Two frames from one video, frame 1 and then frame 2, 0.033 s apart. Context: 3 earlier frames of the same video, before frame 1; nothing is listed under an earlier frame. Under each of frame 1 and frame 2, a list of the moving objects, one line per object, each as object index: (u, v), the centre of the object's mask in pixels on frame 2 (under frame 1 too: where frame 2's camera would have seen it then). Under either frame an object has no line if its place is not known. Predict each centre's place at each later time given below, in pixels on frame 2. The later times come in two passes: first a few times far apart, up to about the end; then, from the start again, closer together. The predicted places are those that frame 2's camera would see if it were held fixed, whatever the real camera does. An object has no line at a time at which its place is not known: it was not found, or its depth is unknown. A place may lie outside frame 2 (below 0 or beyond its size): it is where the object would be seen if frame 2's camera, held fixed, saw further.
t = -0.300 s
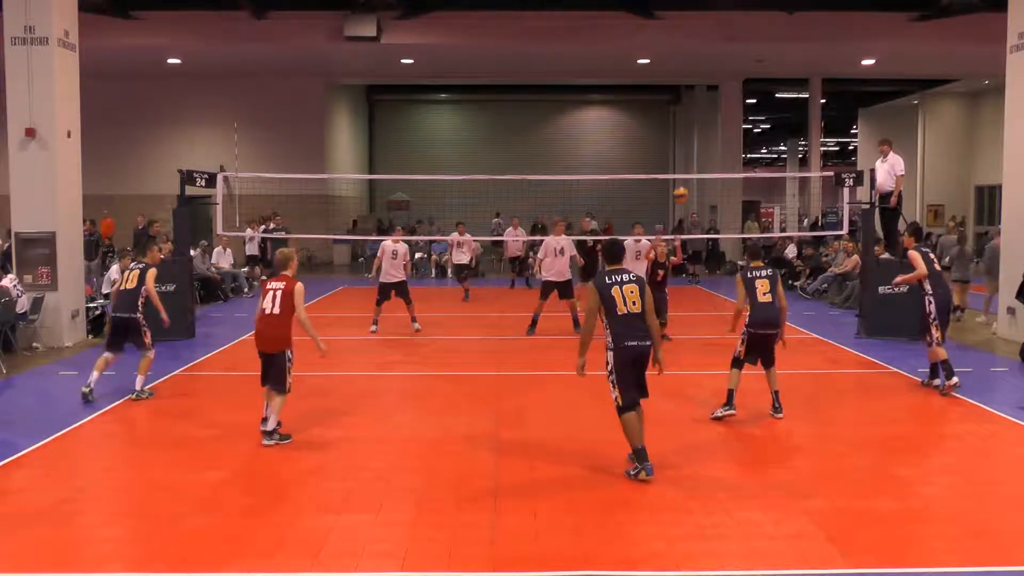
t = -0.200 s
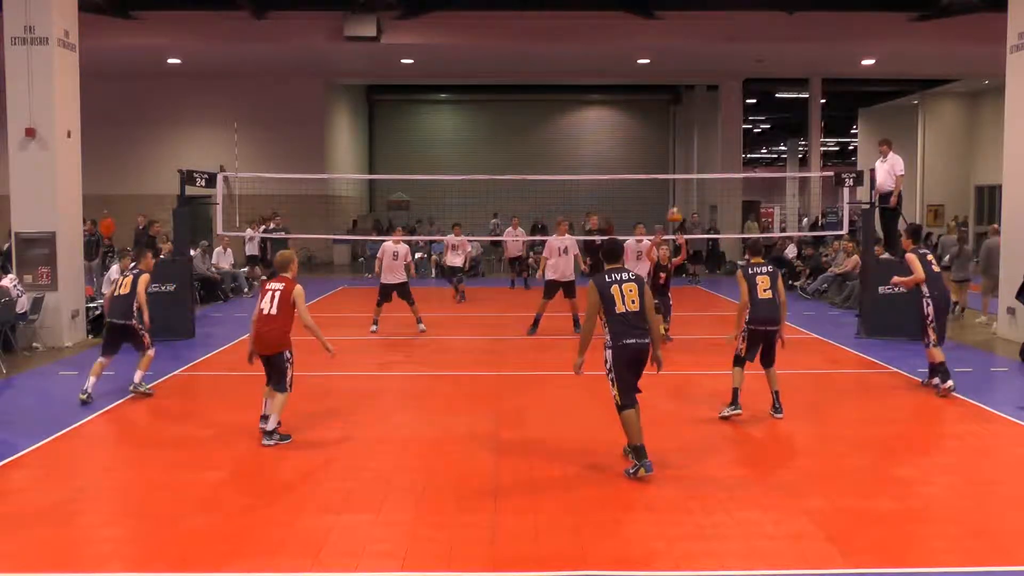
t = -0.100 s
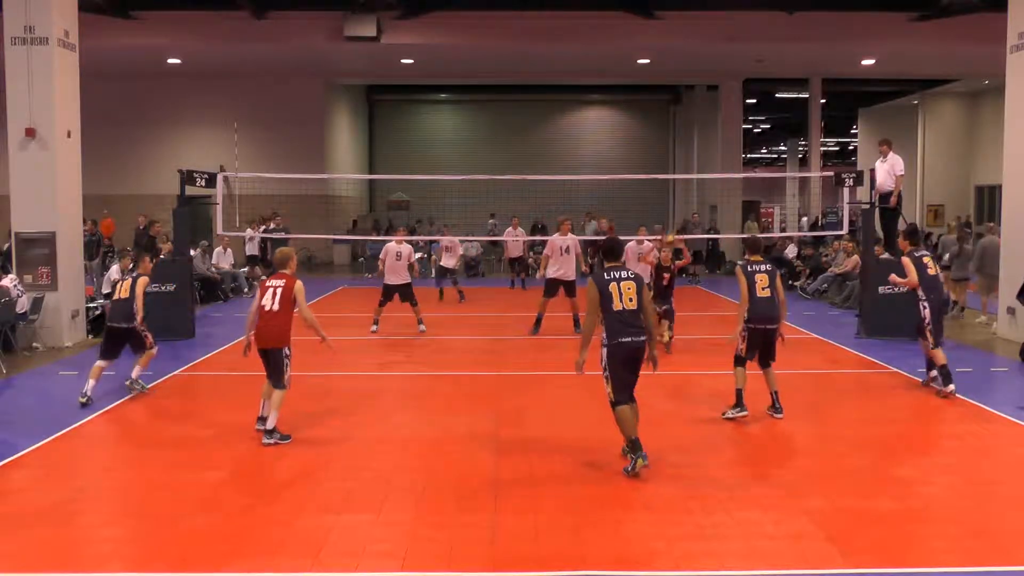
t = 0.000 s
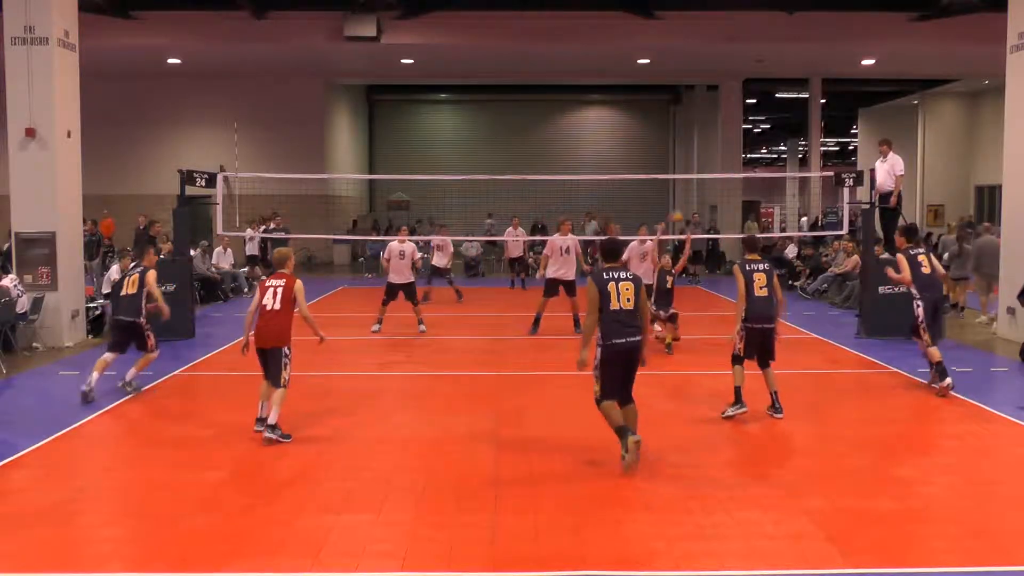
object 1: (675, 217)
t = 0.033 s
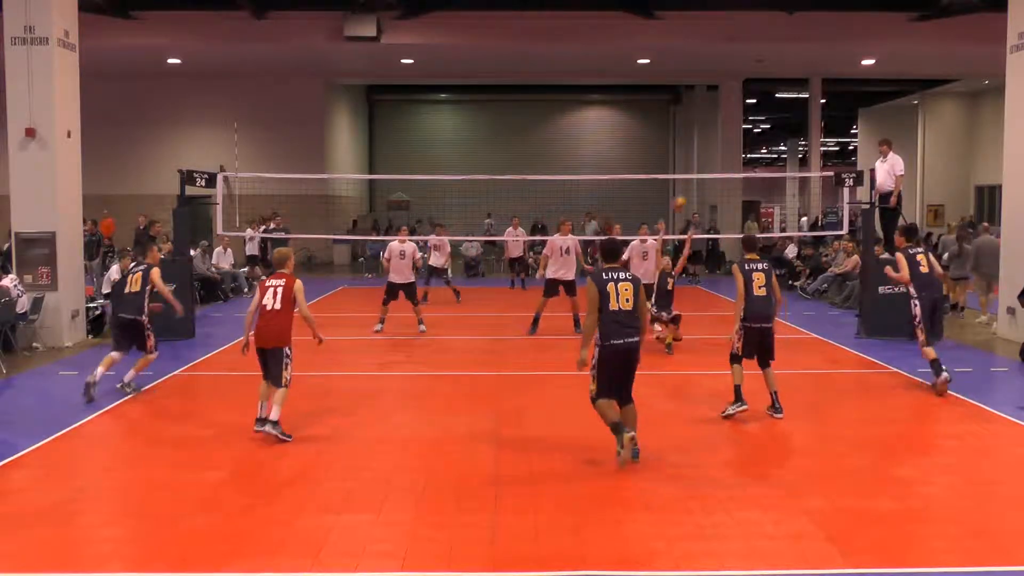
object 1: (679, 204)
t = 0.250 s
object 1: (700, 128)
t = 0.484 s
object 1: (721, 85)
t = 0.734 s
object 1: (744, 79)
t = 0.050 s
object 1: (680, 196)
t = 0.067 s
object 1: (685, 188)
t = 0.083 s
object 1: (686, 183)
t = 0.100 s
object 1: (687, 177)
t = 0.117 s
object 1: (688, 171)
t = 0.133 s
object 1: (689, 164)
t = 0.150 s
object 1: (691, 157)
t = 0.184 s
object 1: (694, 146)
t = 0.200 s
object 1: (696, 142)
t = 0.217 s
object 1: (697, 136)
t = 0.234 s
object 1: (699, 132)
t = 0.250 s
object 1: (700, 128)
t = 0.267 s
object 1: (702, 125)
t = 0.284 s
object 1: (704, 120)
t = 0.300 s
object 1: (705, 116)
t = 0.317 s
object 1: (707, 111)
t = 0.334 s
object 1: (708, 108)
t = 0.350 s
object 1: (709, 105)
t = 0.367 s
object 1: (711, 101)
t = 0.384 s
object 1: (712, 99)
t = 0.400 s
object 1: (713, 95)
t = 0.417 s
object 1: (715, 93)
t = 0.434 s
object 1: (716, 91)
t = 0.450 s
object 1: (718, 88)
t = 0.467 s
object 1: (720, 86)
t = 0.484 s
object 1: (721, 85)
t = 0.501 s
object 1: (722, 82)
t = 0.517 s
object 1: (724, 81)
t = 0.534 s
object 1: (725, 79)
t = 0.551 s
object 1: (727, 78)
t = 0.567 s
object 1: (728, 78)
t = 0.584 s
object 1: (730, 77)
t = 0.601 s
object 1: (731, 77)
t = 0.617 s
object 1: (733, 76)
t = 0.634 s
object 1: (734, 76)
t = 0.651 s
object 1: (736, 76)
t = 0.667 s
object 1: (737, 77)
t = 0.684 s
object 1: (740, 77)
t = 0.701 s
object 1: (741, 78)
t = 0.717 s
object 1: (743, 78)
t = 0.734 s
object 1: (744, 79)
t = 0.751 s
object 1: (746, 81)
